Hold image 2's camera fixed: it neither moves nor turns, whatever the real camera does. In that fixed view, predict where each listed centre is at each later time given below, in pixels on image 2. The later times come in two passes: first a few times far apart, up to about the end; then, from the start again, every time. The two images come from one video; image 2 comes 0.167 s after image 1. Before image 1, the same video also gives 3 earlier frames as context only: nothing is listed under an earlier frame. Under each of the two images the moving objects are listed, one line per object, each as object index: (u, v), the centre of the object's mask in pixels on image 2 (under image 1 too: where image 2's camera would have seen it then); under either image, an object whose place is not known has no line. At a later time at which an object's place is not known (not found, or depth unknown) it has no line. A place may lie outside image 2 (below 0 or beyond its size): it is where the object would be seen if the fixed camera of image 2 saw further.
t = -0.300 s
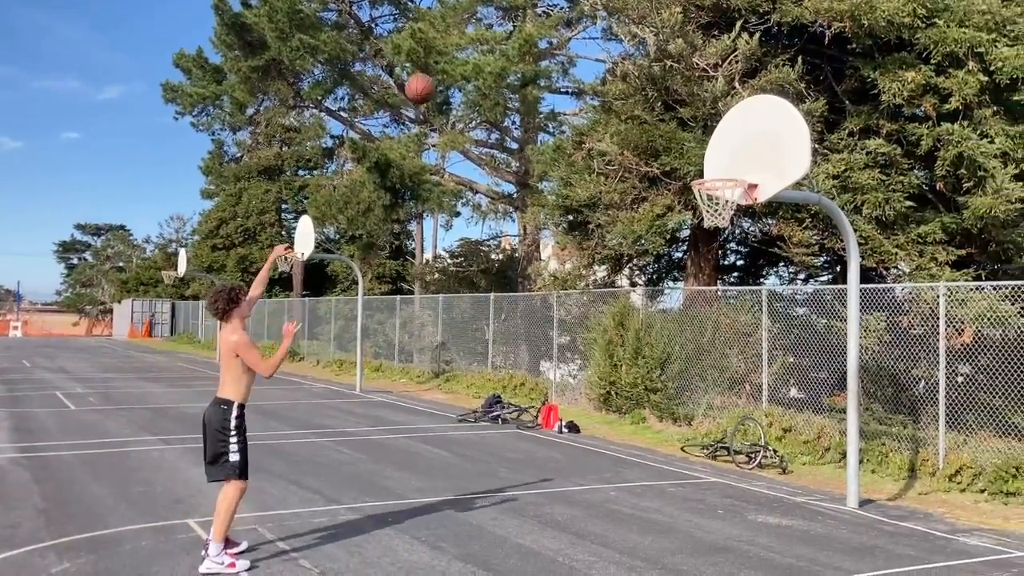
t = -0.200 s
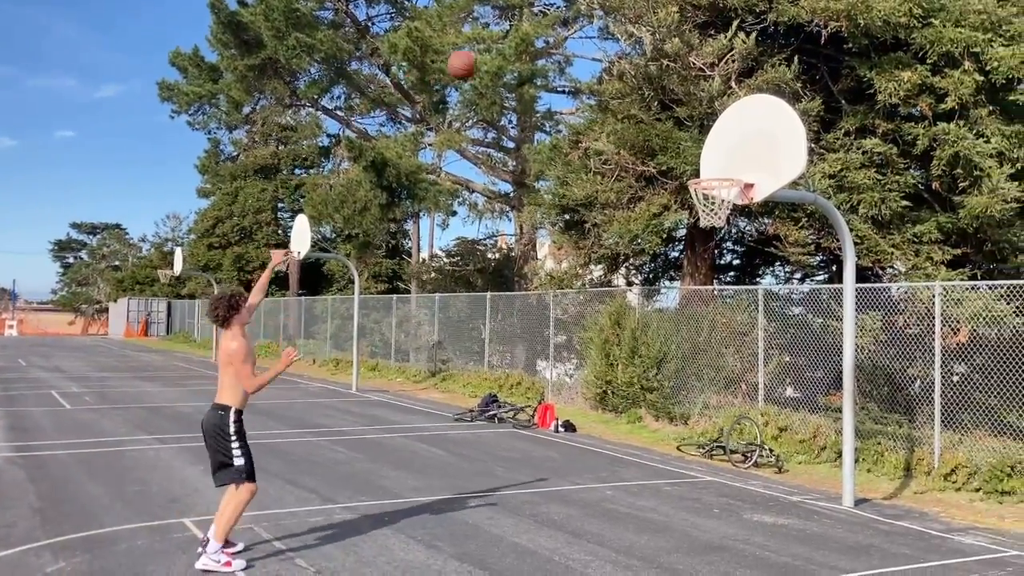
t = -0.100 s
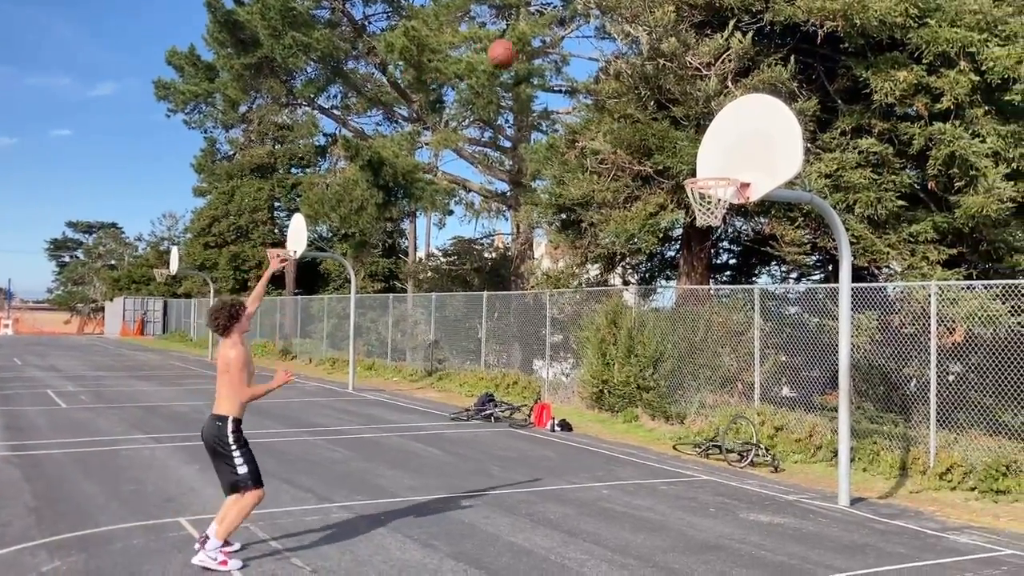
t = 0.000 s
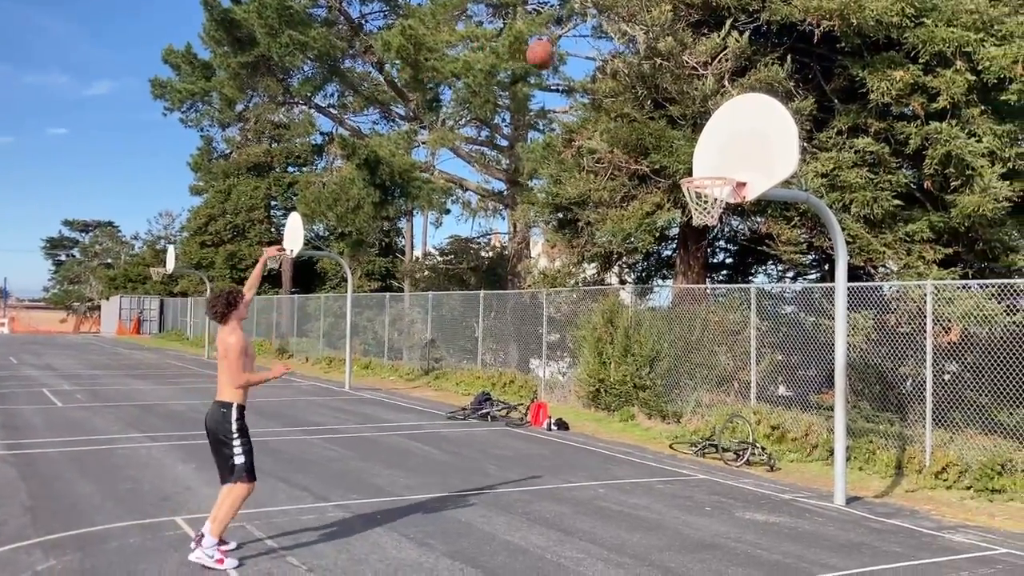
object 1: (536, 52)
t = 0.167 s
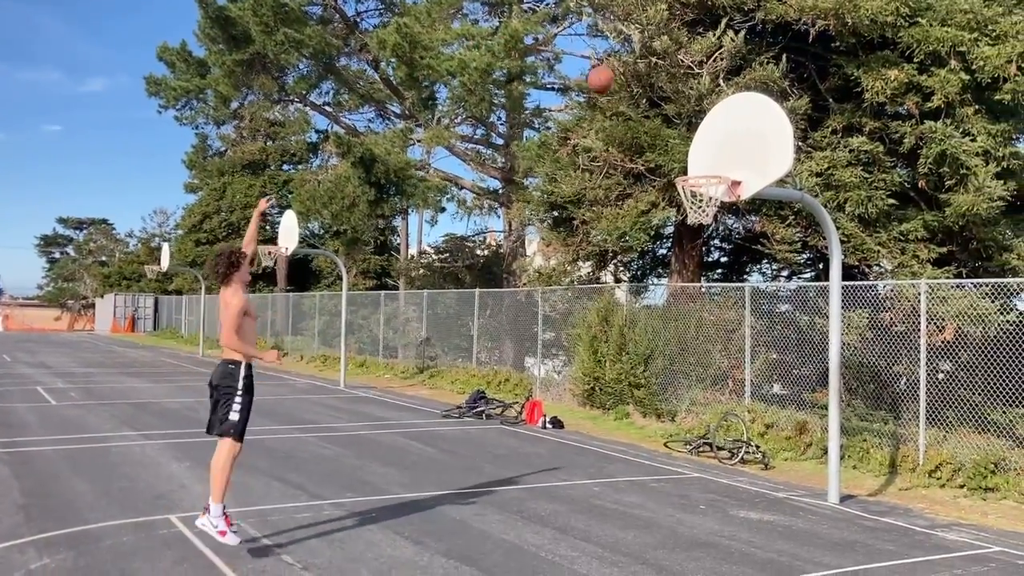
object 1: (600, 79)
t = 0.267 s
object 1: (638, 110)
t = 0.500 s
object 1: (708, 155)
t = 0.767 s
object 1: (692, 152)
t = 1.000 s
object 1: (643, 197)
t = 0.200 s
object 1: (614, 88)
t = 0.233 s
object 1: (625, 98)
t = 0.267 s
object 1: (638, 110)
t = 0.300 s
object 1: (650, 121)
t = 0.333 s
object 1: (662, 135)
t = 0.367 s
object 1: (674, 148)
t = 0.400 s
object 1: (685, 164)
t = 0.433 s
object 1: (692, 162)
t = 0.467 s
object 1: (700, 158)
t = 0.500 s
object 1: (708, 155)
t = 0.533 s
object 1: (715, 154)
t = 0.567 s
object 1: (723, 153)
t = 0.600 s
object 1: (725, 152)
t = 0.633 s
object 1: (718, 150)
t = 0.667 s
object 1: (711, 149)
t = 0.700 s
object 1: (705, 149)
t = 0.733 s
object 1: (698, 150)
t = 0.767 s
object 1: (692, 152)
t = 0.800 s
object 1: (685, 155)
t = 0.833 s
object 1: (679, 161)
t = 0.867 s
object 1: (672, 166)
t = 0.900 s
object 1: (664, 172)
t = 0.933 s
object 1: (658, 179)
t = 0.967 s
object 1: (651, 188)
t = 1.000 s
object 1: (643, 197)
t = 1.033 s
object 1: (635, 208)
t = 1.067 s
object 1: (627, 219)
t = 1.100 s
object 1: (620, 233)
